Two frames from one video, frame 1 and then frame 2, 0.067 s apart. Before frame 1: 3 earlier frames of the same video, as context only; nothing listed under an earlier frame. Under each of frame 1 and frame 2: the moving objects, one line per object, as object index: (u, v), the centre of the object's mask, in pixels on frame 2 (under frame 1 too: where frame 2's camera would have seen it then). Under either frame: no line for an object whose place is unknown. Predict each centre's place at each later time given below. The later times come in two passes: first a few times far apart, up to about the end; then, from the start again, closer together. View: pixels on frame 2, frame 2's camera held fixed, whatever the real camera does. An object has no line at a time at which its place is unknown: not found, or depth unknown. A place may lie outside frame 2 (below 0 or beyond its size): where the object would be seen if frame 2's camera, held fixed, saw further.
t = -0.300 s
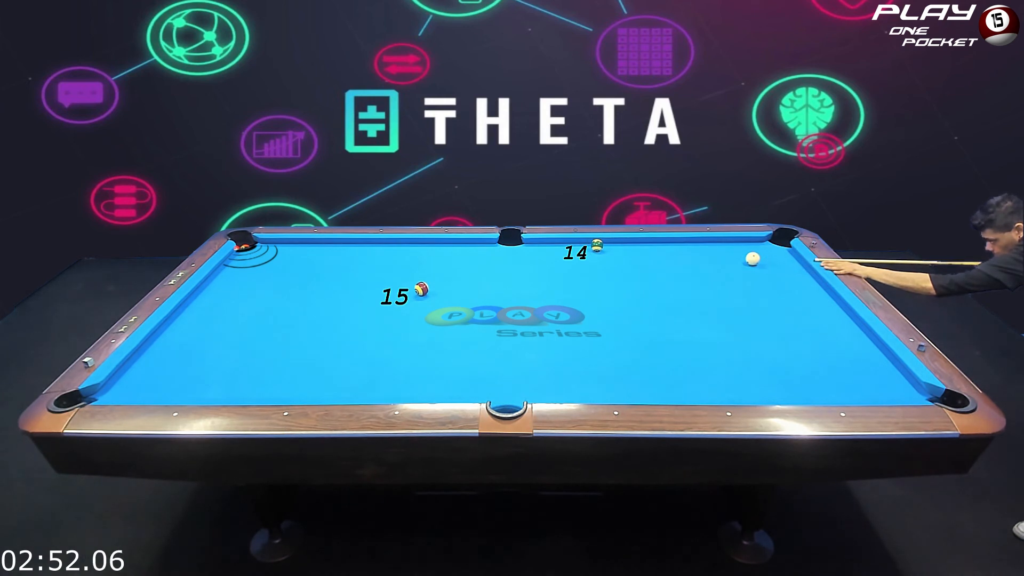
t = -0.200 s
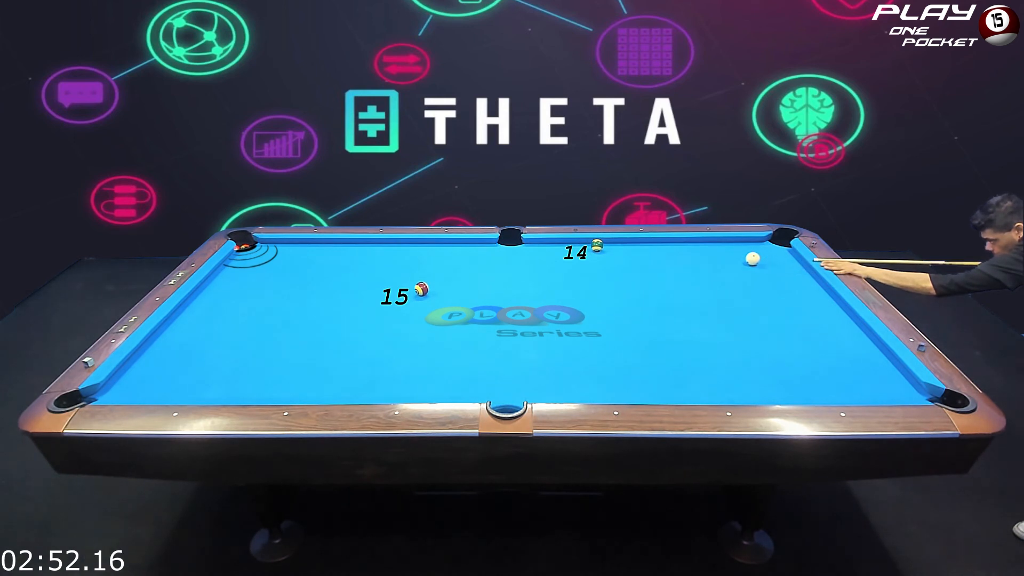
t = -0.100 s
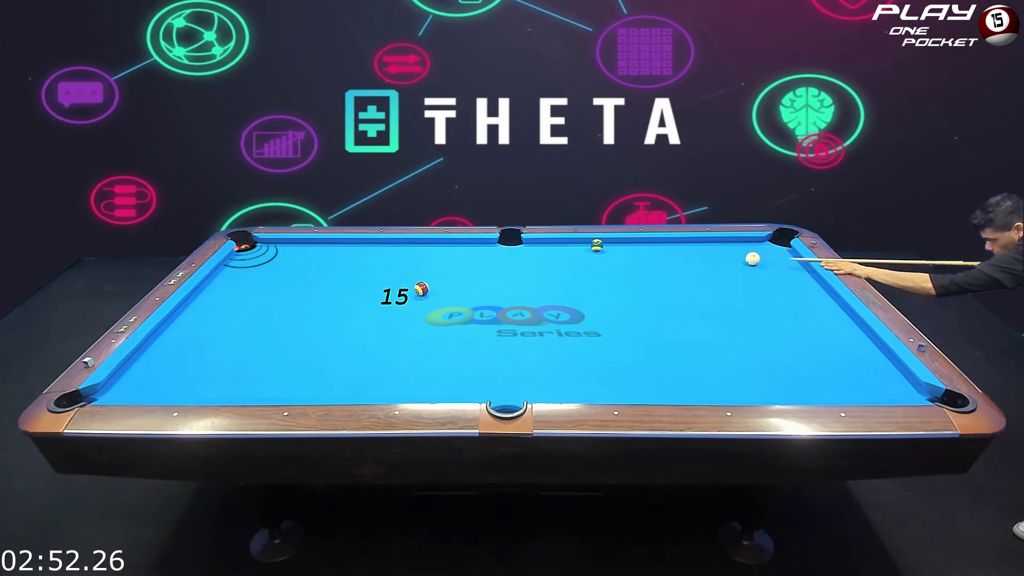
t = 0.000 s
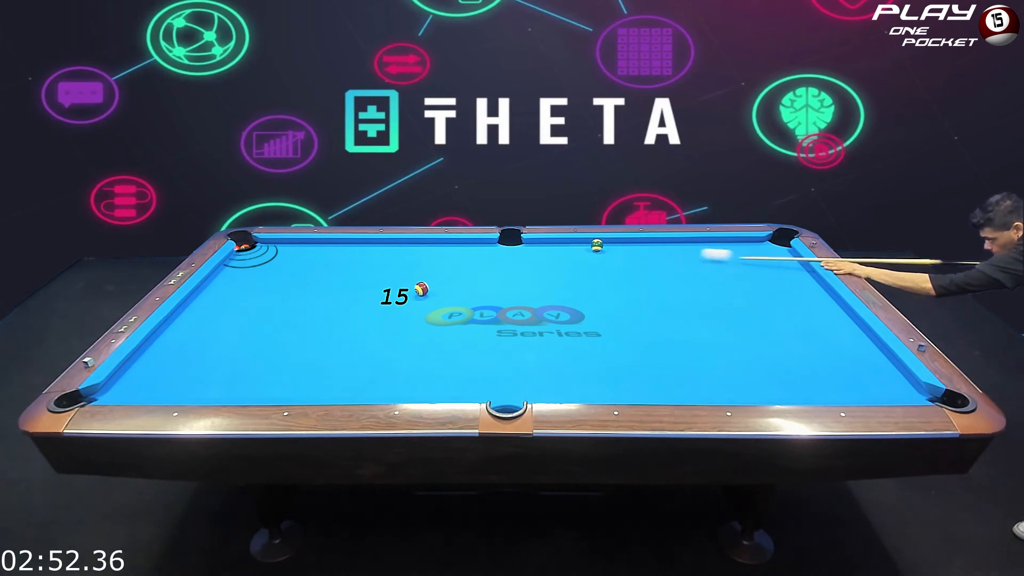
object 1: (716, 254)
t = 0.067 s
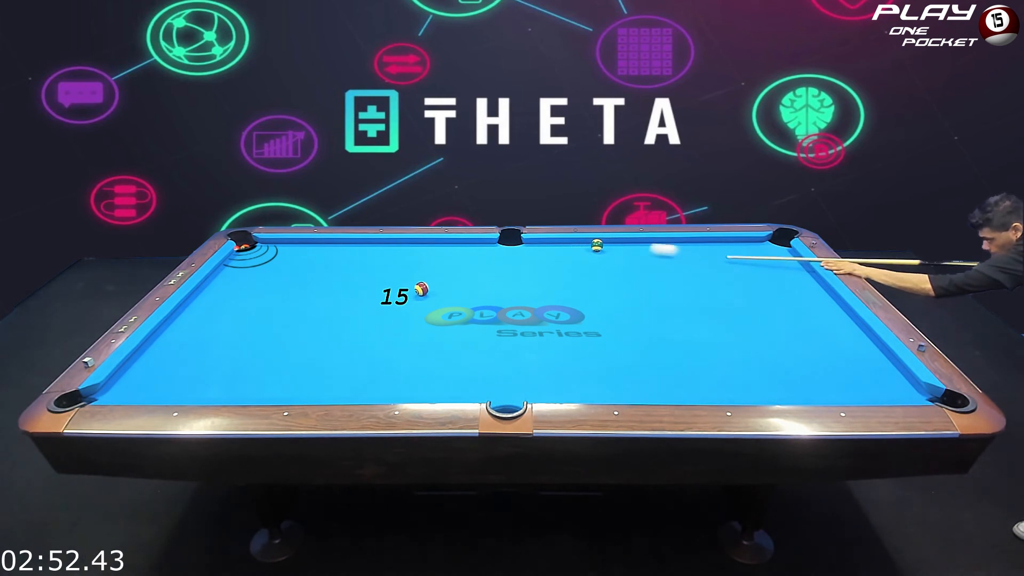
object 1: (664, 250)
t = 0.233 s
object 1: (605, 241)
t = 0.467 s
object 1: (598, 247)
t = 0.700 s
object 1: (591, 252)
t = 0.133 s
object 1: (617, 245)
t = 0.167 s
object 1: (608, 244)
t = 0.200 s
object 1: (606, 242)
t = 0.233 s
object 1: (605, 241)
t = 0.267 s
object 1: (604, 242)
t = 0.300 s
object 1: (603, 243)
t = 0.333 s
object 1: (602, 244)
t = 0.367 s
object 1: (601, 245)
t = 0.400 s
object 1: (600, 245)
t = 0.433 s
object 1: (599, 246)
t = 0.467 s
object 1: (598, 247)
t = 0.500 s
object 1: (597, 248)
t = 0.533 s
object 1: (596, 249)
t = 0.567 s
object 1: (595, 250)
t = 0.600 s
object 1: (594, 250)
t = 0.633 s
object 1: (594, 251)
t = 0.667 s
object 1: (592, 251)
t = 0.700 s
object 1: (591, 252)
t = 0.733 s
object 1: (591, 253)
